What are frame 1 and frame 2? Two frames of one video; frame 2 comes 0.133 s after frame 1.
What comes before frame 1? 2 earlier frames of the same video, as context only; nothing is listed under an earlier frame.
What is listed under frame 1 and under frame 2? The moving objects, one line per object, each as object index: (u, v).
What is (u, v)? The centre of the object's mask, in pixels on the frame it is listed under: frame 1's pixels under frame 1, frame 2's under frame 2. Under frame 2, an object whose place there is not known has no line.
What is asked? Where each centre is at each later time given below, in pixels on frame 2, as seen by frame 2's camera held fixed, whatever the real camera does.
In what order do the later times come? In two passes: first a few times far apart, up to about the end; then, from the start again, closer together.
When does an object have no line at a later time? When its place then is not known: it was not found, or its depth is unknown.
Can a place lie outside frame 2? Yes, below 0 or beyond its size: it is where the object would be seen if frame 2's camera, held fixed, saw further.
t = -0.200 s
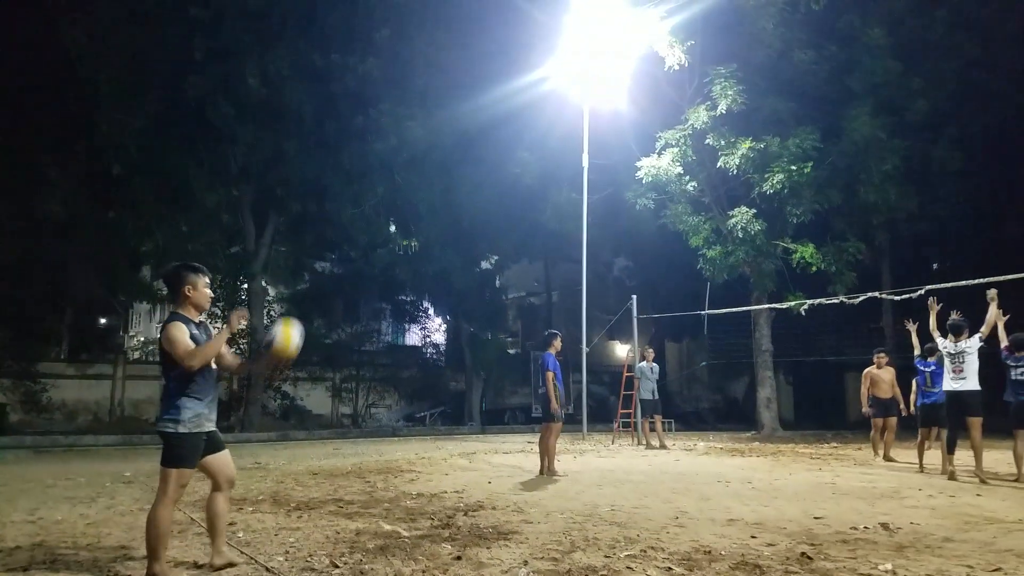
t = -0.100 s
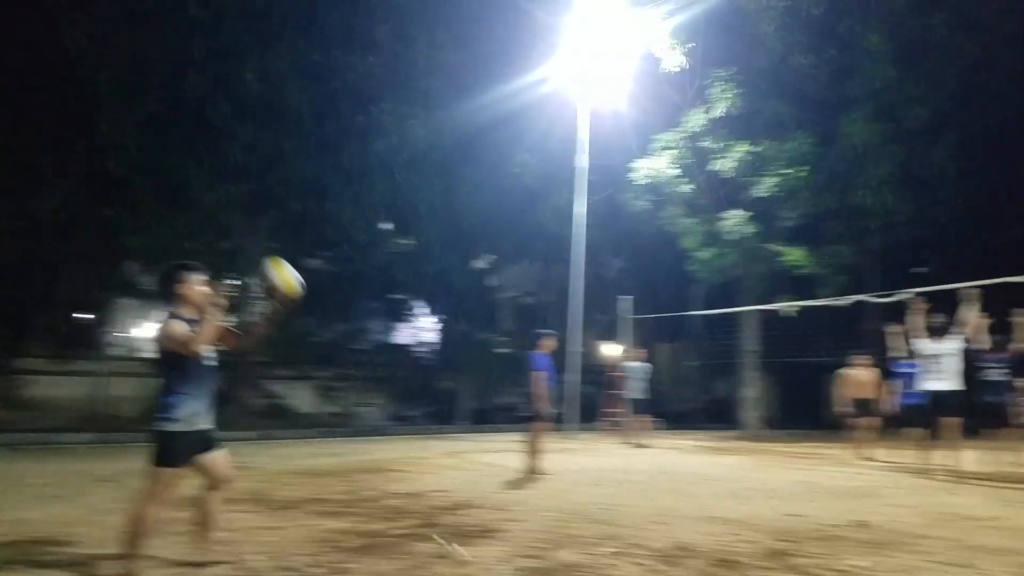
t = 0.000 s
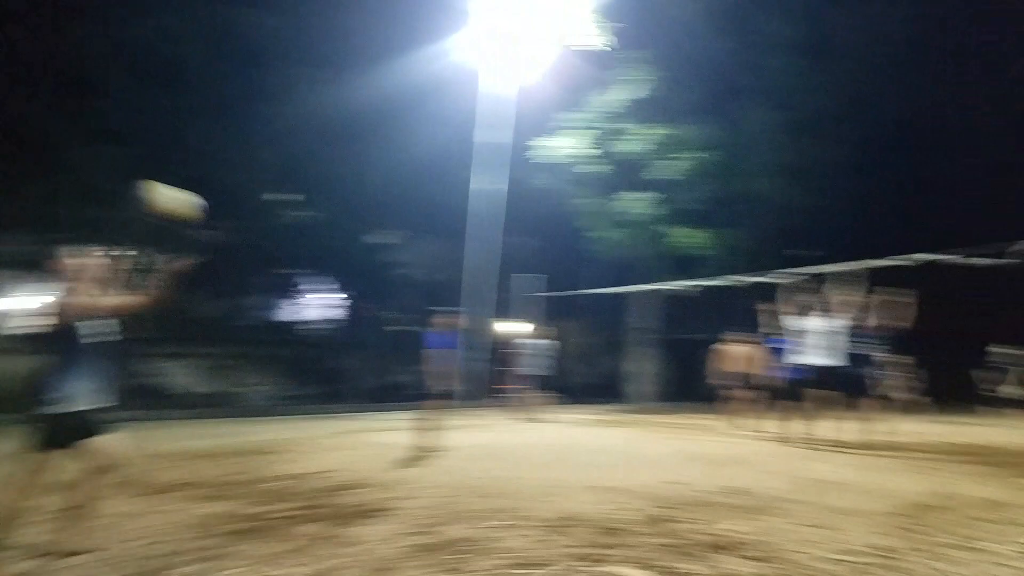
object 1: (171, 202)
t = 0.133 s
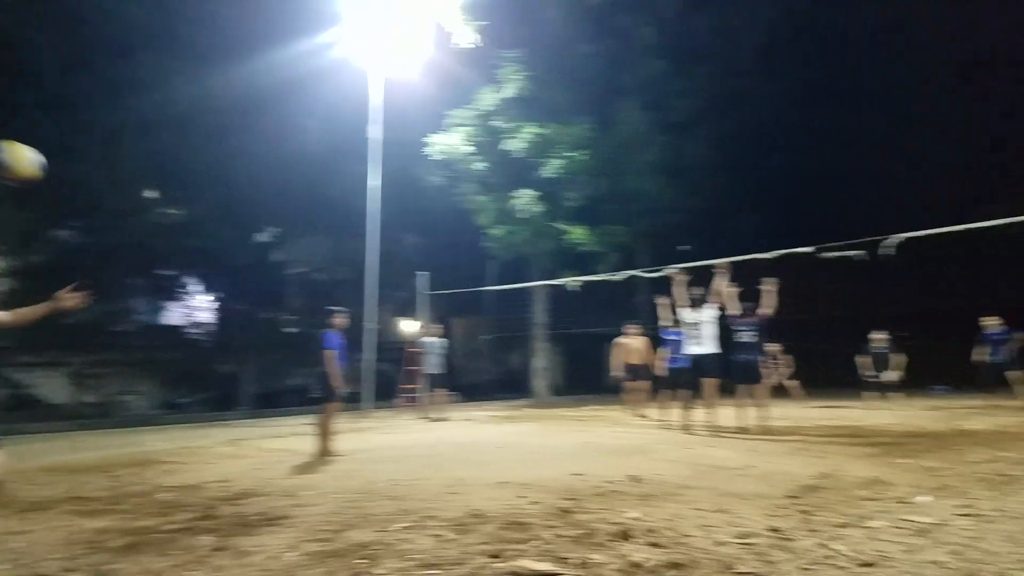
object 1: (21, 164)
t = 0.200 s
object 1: (28, 158)
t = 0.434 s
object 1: (169, 94)
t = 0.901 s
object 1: (510, 42)
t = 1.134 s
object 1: (591, 90)
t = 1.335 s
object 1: (641, 147)
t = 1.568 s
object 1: (688, 229)
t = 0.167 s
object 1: (28, 160)
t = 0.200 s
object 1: (28, 158)
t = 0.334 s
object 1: (41, 155)
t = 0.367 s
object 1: (69, 137)
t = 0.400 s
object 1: (122, 114)
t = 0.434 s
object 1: (169, 94)
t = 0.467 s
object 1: (211, 77)
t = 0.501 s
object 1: (248, 64)
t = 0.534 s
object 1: (284, 48)
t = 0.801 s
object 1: (470, 31)
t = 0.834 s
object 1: (484, 34)
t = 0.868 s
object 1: (499, 38)
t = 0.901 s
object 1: (510, 42)
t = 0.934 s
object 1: (523, 48)
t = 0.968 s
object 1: (536, 54)
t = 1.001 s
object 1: (549, 60)
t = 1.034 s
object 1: (560, 67)
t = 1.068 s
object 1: (571, 74)
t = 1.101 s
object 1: (582, 82)
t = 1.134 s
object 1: (591, 90)
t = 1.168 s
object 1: (600, 99)
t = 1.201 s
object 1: (609, 108)
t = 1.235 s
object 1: (617, 117)
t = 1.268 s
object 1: (626, 126)
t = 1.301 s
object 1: (633, 136)
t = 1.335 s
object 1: (641, 147)
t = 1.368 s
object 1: (648, 158)
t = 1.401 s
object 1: (655, 169)
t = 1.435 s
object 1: (662, 180)
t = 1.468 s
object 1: (669, 192)
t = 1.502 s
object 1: (676, 204)
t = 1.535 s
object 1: (682, 216)
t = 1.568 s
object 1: (688, 229)
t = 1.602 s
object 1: (694, 241)
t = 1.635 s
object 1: (700, 253)
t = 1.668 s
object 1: (705, 268)
